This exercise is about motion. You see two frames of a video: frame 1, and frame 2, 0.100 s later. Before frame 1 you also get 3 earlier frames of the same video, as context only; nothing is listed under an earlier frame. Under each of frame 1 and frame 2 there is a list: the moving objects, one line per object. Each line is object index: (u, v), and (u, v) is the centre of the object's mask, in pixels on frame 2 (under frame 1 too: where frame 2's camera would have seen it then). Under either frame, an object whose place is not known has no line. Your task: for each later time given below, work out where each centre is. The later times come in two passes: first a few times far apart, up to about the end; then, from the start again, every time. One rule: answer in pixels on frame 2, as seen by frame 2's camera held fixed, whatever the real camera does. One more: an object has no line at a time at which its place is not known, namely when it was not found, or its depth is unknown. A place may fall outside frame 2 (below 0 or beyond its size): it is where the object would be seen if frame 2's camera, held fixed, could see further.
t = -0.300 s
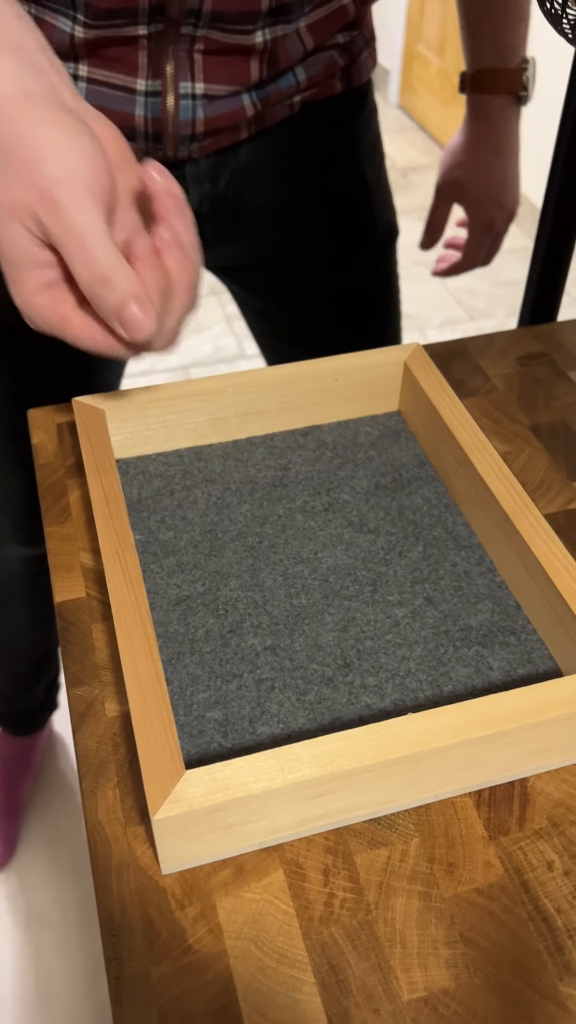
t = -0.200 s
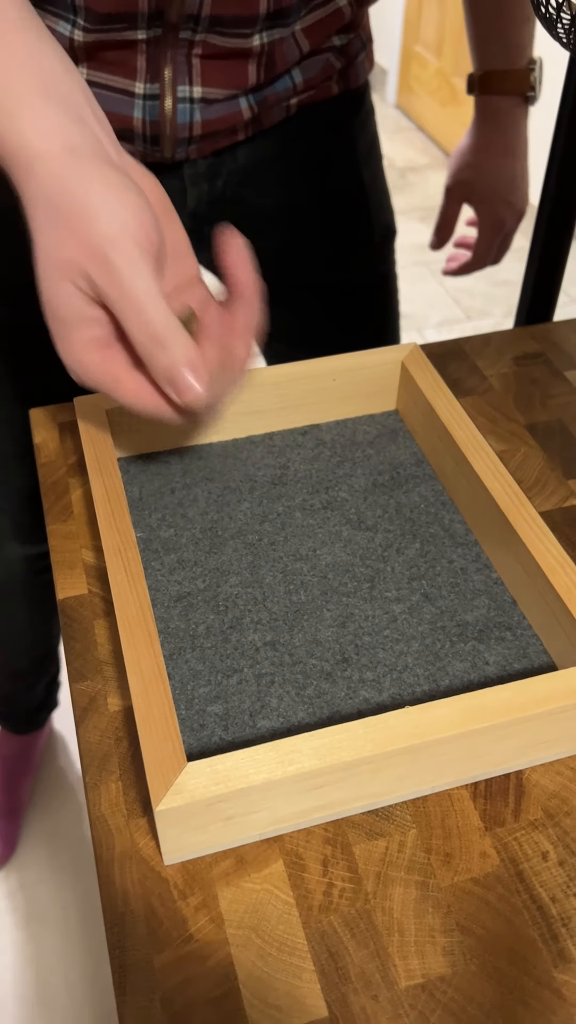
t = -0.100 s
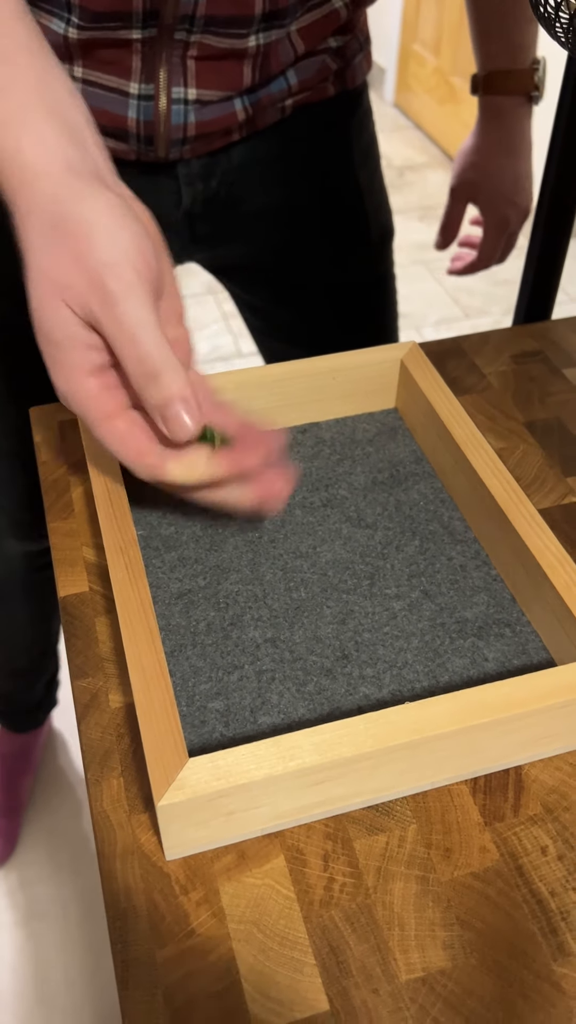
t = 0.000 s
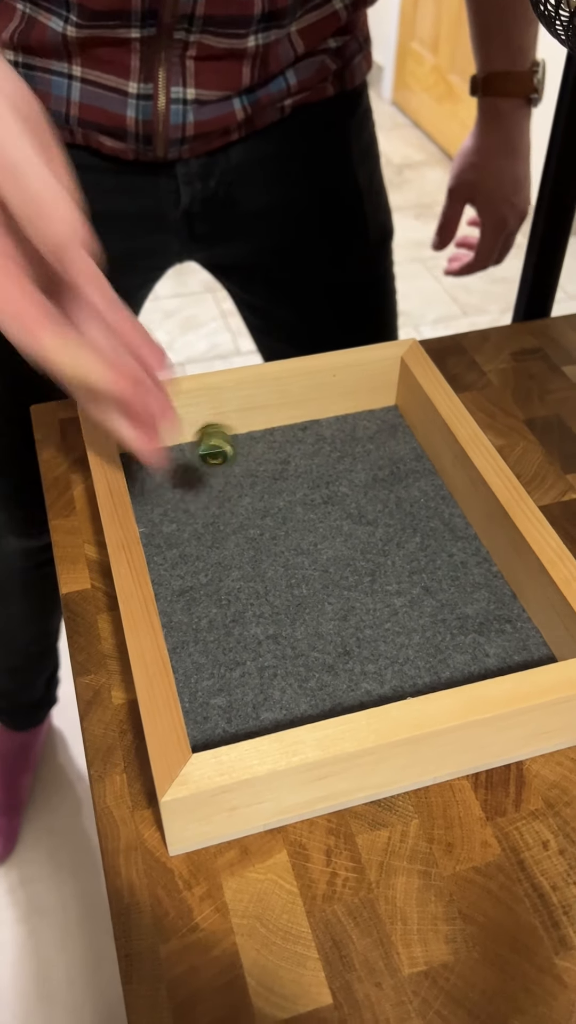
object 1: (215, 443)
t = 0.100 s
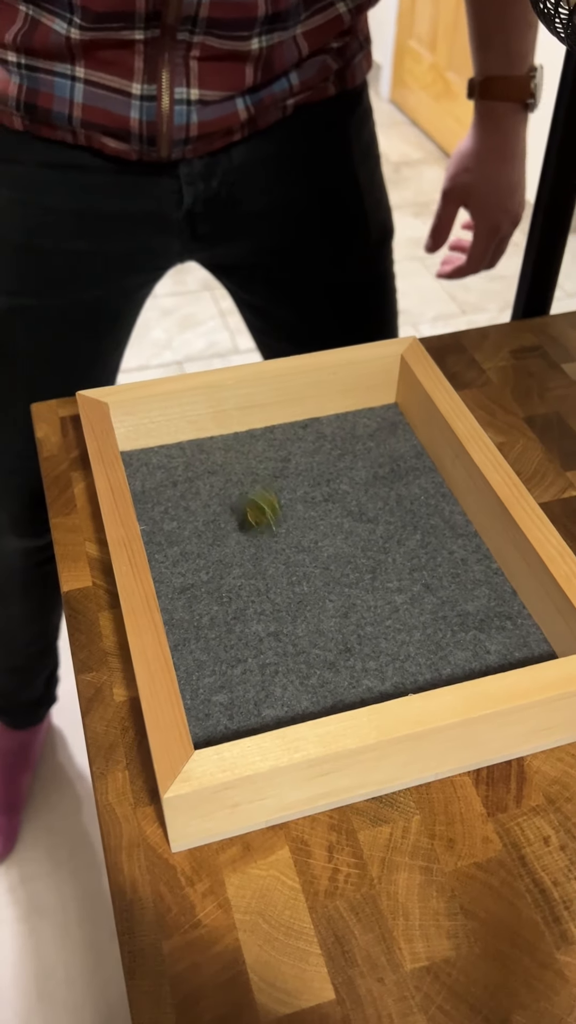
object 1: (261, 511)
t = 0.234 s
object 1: (386, 519)
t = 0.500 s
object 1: (442, 520)
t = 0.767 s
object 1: (442, 519)
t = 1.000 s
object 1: (442, 520)
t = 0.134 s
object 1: (289, 521)
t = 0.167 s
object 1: (324, 522)
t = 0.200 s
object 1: (358, 522)
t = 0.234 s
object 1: (386, 519)
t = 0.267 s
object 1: (408, 519)
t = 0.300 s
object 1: (419, 516)
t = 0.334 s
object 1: (431, 517)
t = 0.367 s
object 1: (440, 519)
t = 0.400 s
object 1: (443, 520)
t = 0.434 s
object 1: (441, 520)
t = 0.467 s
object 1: (442, 520)
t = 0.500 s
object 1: (442, 520)
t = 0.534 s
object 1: (442, 520)
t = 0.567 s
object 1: (442, 520)
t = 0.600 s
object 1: (442, 520)
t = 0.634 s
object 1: (442, 520)
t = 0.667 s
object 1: (442, 520)
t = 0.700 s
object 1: (442, 520)
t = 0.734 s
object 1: (442, 520)
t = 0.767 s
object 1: (442, 519)
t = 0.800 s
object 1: (442, 520)
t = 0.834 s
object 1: (442, 520)
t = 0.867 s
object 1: (442, 520)
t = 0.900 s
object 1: (443, 520)
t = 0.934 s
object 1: (443, 520)
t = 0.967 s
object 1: (443, 520)
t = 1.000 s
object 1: (442, 520)
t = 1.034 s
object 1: (442, 520)
